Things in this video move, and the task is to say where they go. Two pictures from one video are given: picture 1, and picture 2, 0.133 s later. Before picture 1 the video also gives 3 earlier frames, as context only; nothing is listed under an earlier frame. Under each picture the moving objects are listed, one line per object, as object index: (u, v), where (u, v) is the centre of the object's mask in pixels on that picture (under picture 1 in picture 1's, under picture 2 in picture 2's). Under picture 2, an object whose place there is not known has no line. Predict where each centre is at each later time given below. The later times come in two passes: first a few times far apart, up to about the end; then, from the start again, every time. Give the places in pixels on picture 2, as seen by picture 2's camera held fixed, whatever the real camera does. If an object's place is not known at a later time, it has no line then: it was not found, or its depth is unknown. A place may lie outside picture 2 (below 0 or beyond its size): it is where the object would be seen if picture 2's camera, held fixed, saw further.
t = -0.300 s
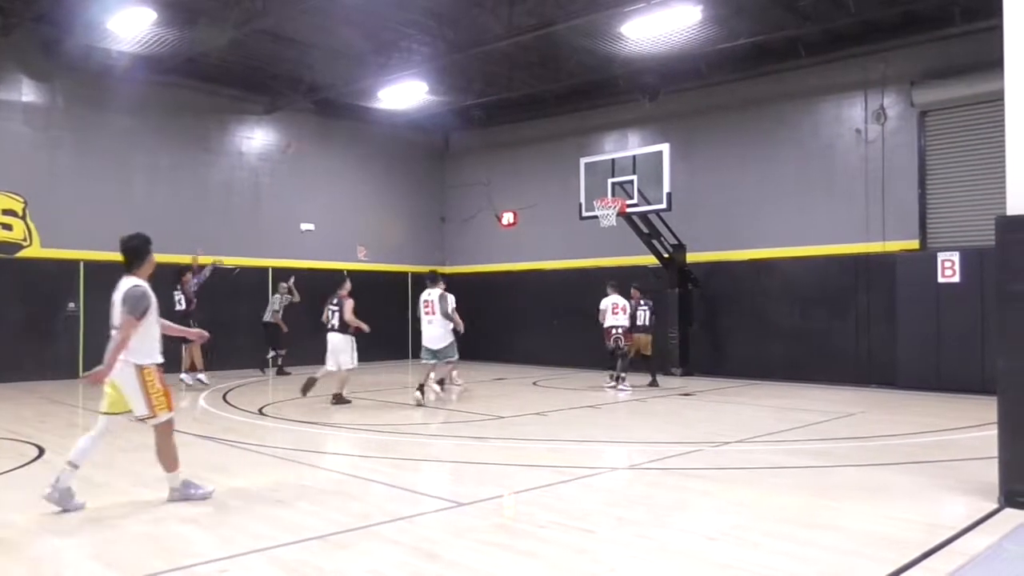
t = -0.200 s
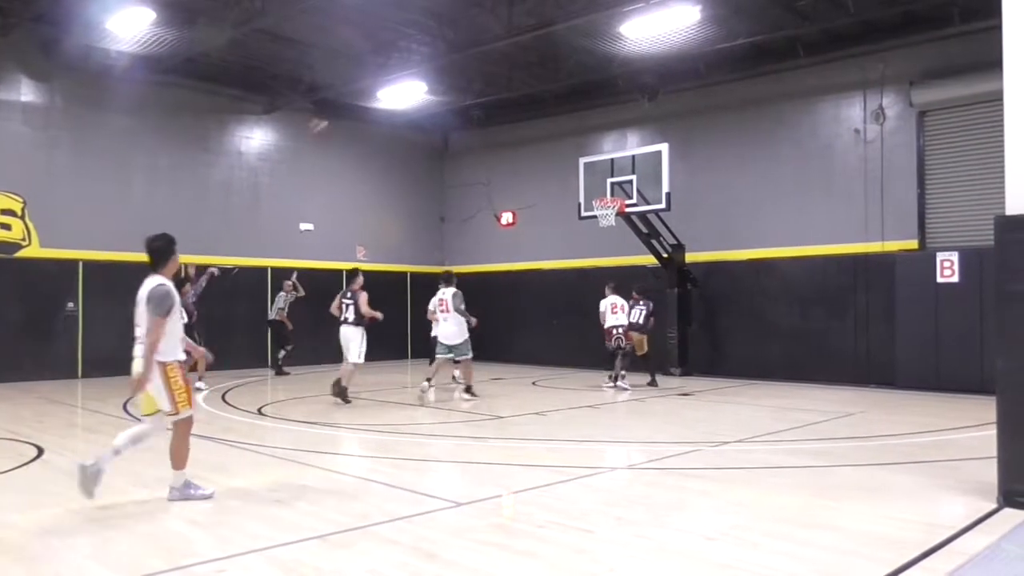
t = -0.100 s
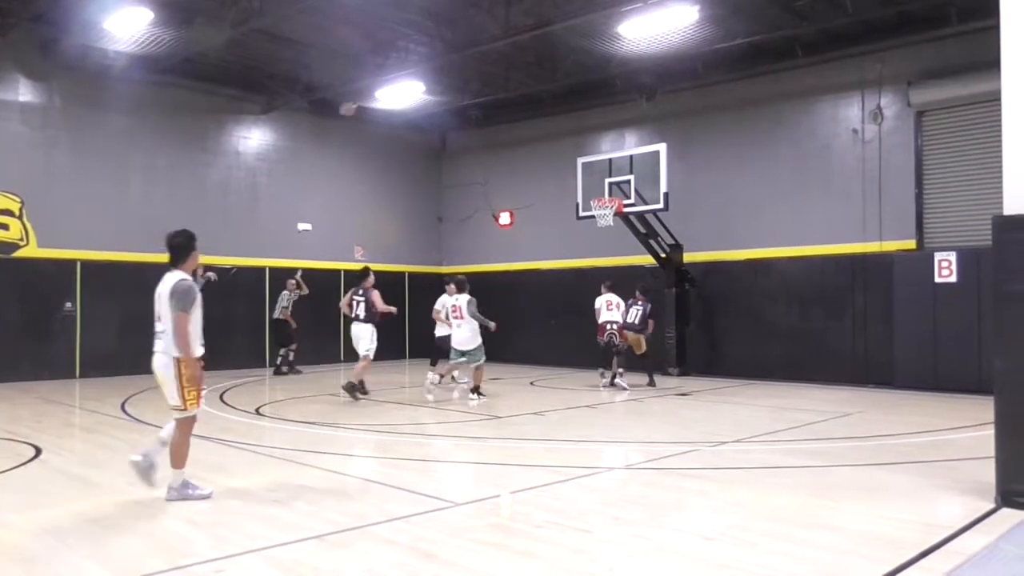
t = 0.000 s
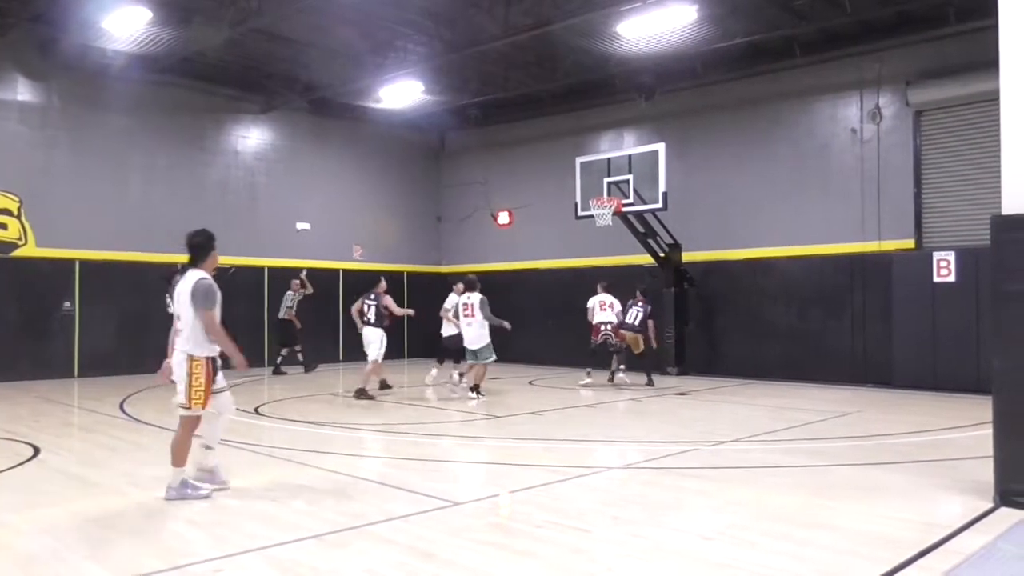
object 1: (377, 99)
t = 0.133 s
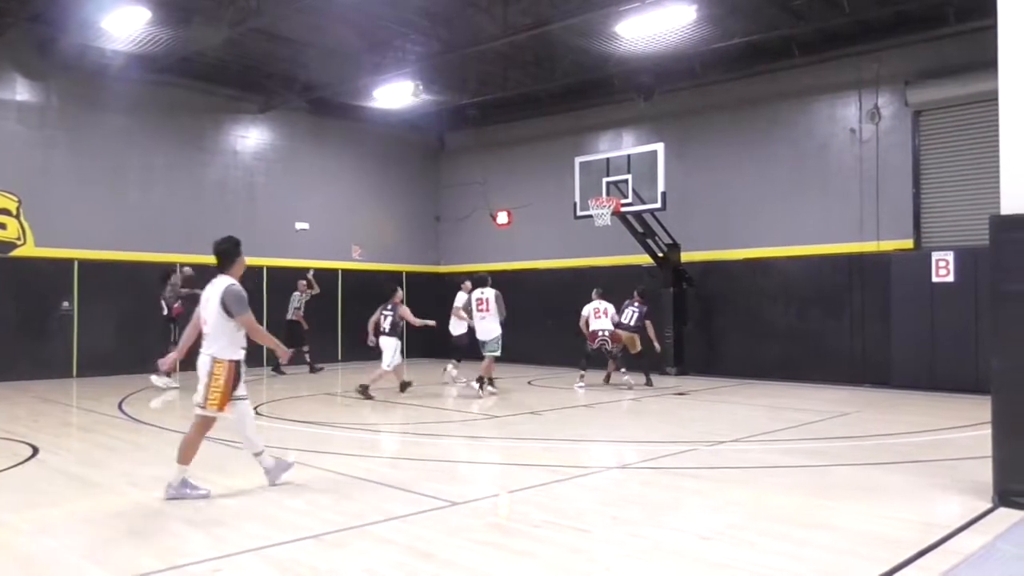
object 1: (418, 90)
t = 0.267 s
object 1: (458, 96)
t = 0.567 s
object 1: (540, 141)
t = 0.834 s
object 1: (577, 182)
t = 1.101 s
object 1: (544, 173)
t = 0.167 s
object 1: (429, 90)
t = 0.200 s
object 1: (436, 90)
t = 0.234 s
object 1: (444, 94)
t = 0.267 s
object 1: (458, 96)
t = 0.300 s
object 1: (463, 97)
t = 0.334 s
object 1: (473, 102)
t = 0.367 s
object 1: (482, 105)
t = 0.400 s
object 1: (493, 110)
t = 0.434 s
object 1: (502, 115)
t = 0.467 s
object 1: (511, 121)
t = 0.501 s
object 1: (520, 127)
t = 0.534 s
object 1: (529, 134)
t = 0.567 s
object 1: (540, 141)
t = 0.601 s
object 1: (549, 150)
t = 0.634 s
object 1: (559, 158)
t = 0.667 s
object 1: (567, 167)
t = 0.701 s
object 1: (576, 179)
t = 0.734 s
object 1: (586, 187)
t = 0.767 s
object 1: (586, 189)
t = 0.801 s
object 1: (581, 186)
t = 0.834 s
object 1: (577, 182)
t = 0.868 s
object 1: (573, 179)
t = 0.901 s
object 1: (568, 175)
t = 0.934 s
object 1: (564, 173)
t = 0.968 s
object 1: (560, 172)
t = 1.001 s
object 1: (555, 171)
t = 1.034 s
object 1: (552, 171)
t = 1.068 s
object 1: (547, 172)
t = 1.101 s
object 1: (544, 173)
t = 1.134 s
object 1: (538, 175)
